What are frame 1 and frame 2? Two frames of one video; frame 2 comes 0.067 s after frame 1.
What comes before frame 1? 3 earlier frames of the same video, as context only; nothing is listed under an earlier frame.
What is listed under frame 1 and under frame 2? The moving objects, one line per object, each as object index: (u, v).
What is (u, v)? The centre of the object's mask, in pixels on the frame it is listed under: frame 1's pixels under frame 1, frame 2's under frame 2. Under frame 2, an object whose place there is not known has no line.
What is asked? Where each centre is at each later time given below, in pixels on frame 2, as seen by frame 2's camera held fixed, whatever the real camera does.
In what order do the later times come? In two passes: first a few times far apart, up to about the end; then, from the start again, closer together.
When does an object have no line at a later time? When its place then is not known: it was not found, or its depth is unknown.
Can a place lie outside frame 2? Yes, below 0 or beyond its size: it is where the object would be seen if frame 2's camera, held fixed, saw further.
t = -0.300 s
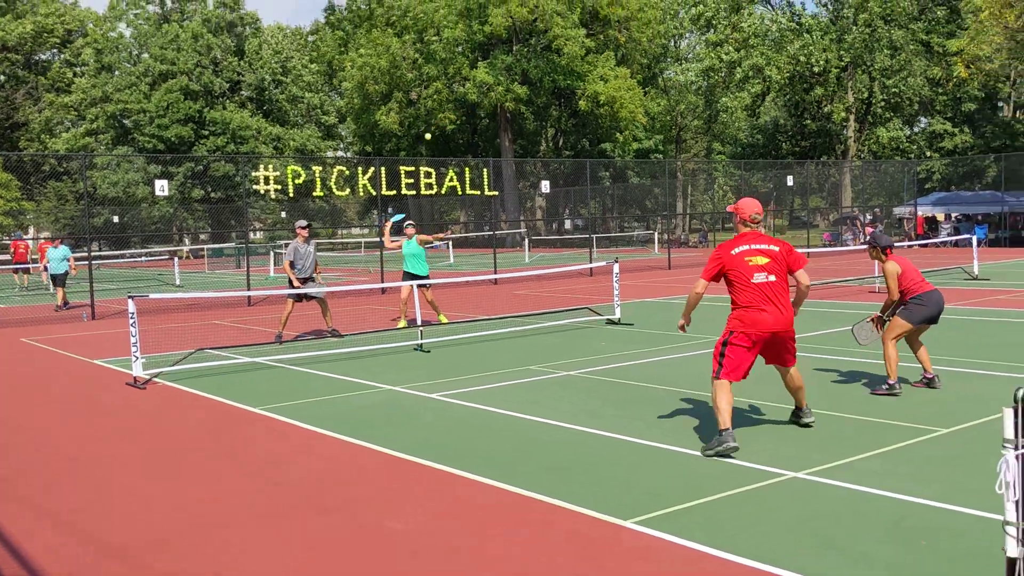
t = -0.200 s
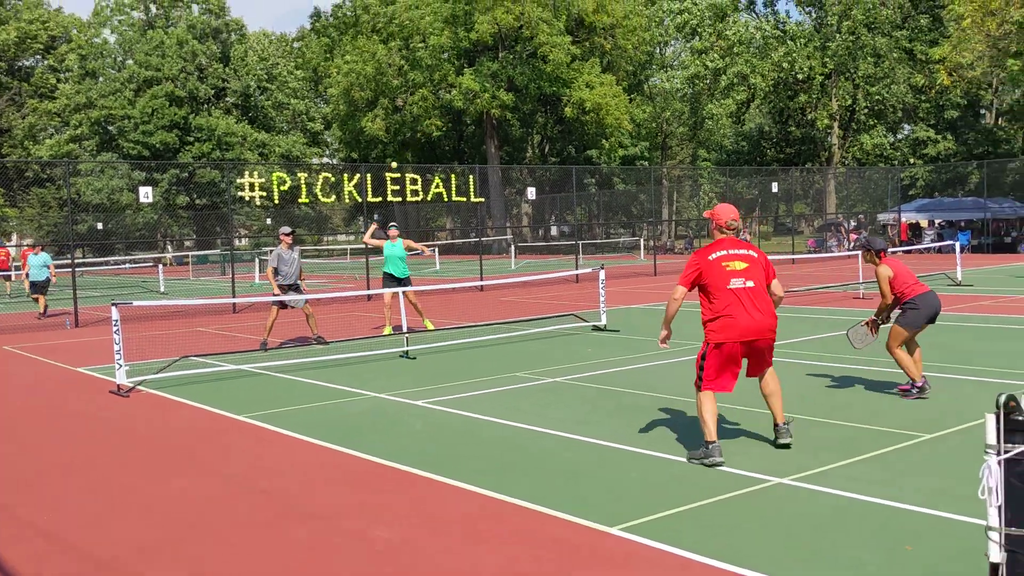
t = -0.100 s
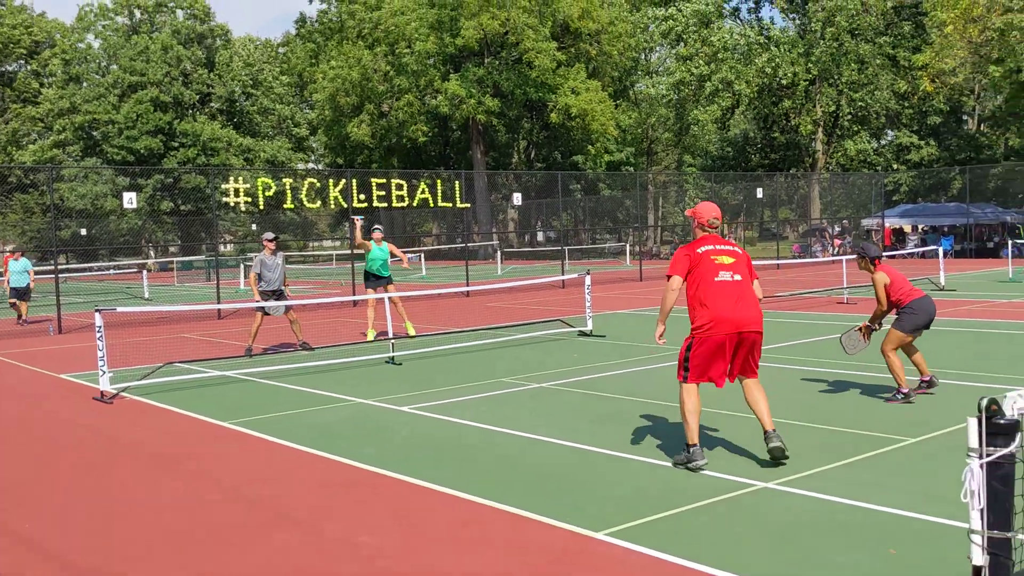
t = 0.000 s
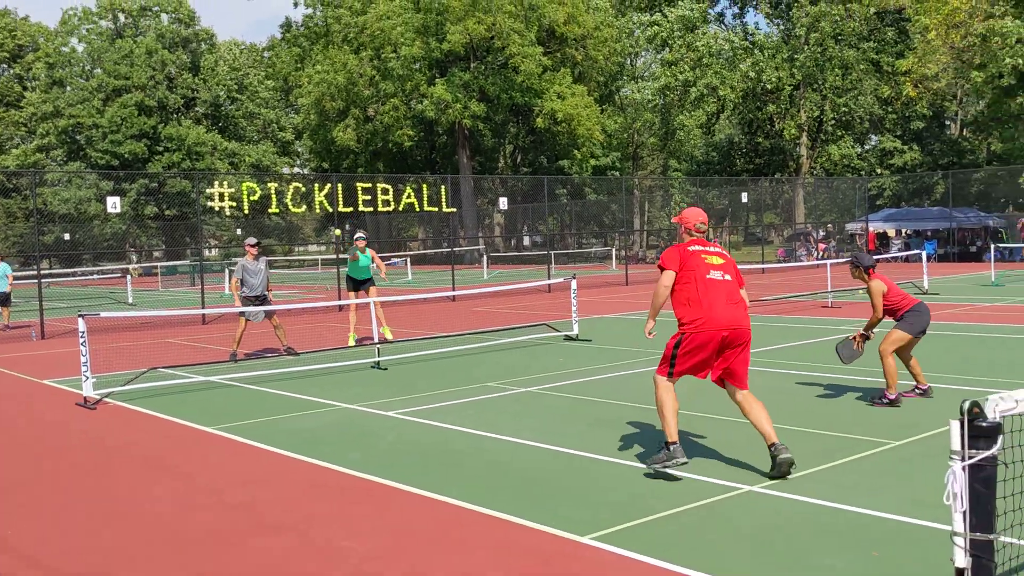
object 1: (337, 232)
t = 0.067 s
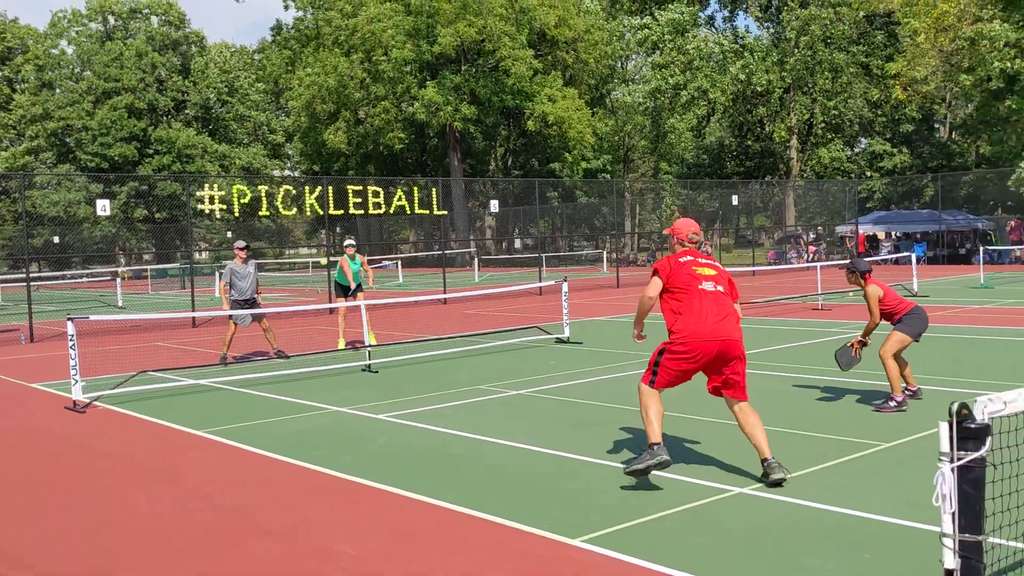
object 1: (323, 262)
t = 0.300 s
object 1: (297, 426)
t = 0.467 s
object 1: (269, 394)
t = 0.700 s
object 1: (209, 430)
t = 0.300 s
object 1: (297, 426)
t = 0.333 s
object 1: (292, 418)
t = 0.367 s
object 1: (287, 410)
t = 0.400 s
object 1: (282, 403)
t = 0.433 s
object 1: (275, 398)
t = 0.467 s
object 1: (269, 394)
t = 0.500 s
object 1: (263, 392)
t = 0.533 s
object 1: (256, 392)
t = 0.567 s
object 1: (247, 394)
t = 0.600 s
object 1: (239, 398)
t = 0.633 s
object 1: (230, 405)
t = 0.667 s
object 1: (220, 416)
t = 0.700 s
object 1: (209, 430)
